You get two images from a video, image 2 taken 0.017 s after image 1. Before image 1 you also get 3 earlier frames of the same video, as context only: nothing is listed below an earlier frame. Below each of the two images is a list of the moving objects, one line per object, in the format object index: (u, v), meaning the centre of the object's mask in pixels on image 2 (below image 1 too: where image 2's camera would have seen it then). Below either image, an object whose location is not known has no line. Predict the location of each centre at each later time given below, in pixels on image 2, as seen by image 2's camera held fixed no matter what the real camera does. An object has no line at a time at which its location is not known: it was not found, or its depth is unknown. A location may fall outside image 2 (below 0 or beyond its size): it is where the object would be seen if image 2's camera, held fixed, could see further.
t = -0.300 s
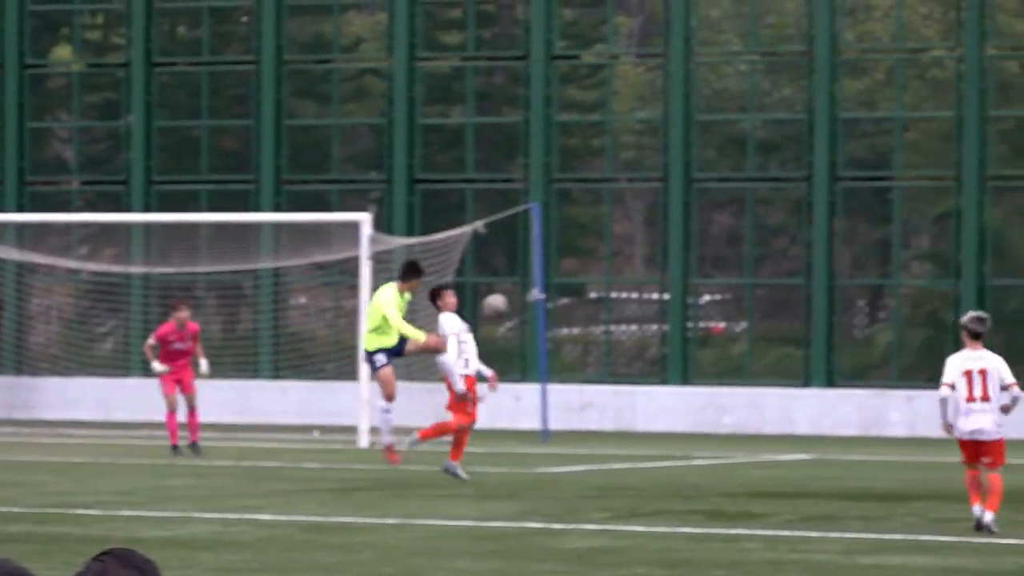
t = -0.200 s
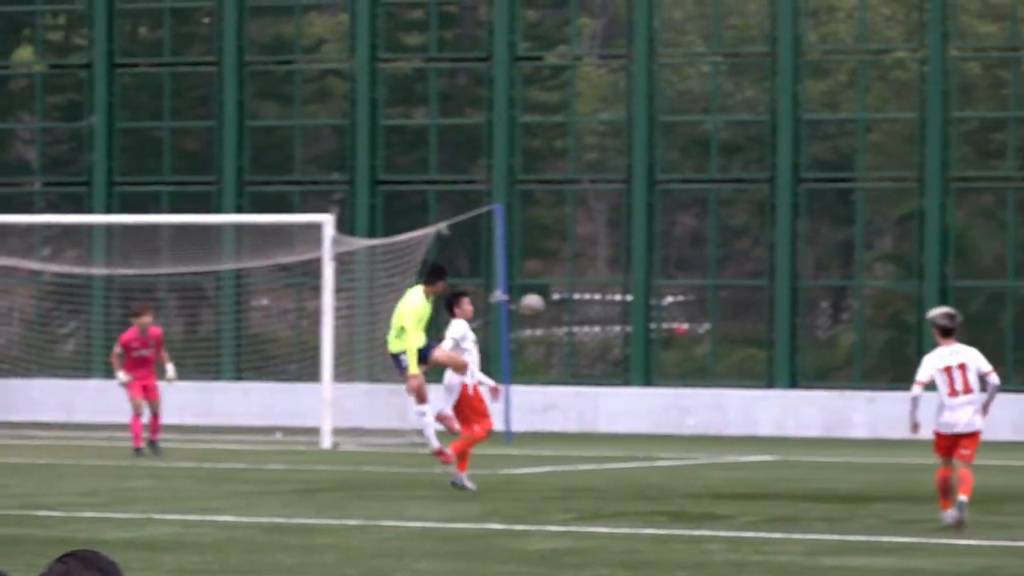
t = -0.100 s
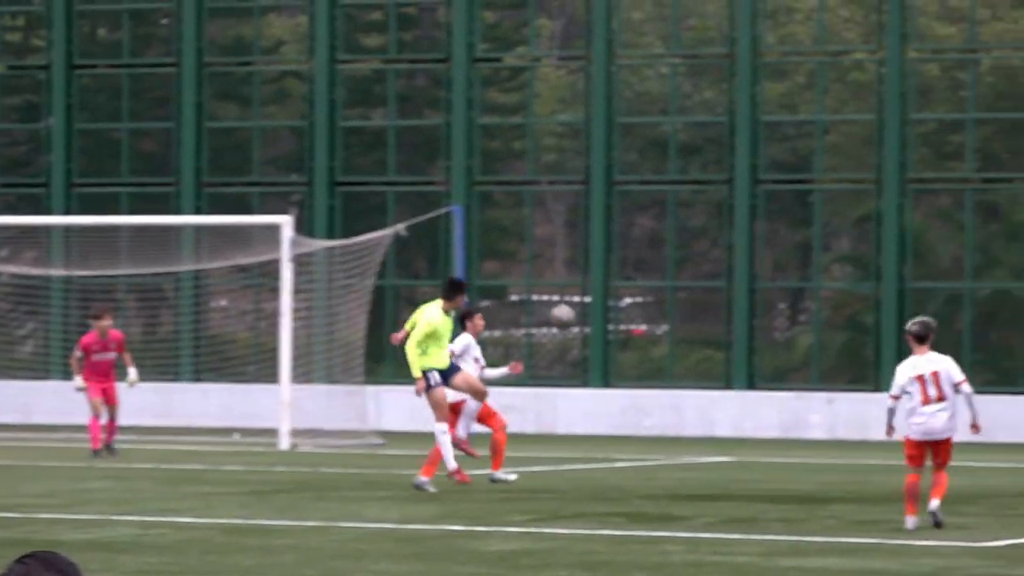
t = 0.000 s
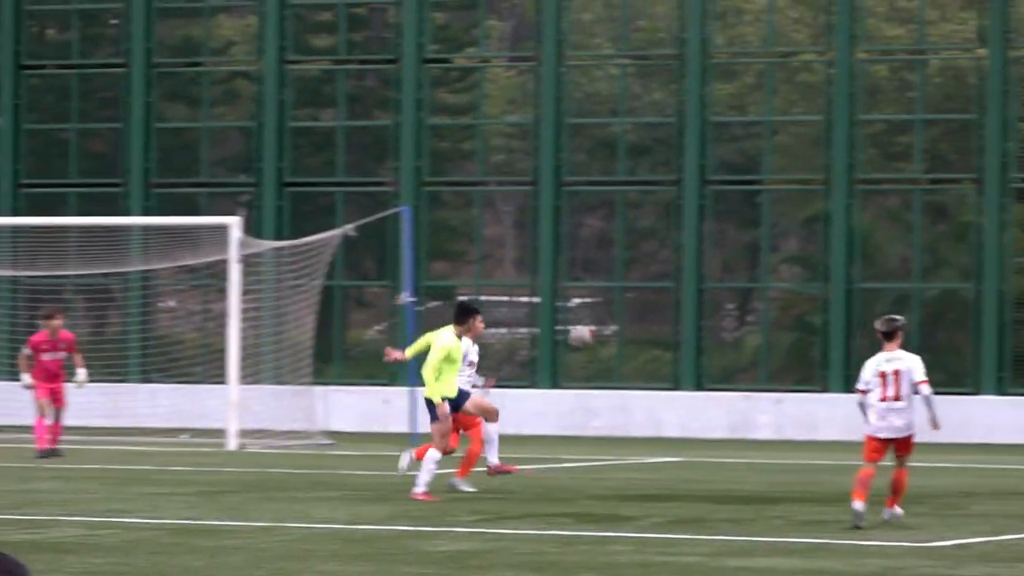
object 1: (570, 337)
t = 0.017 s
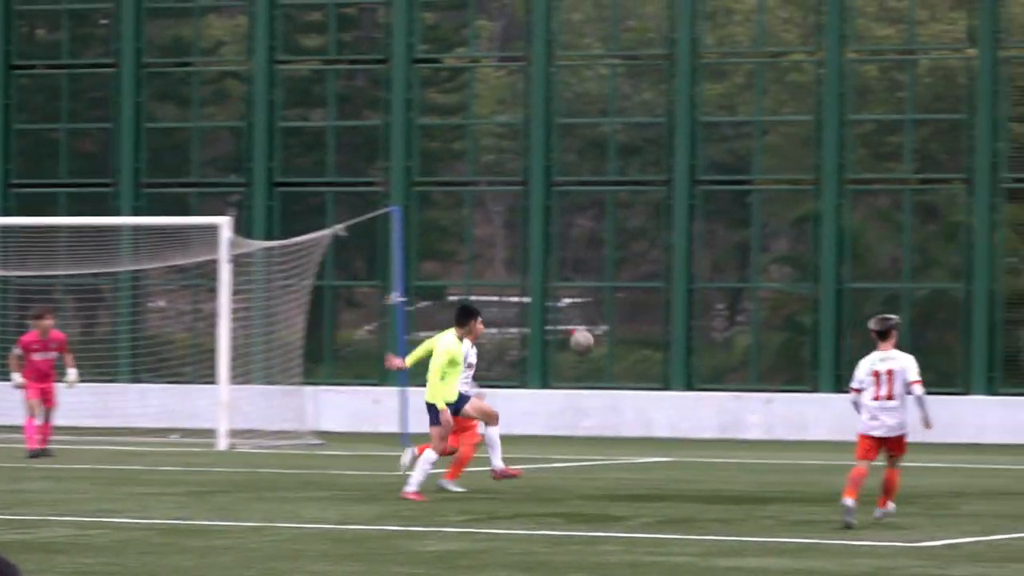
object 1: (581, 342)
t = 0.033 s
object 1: (594, 346)
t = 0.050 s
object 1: (604, 351)
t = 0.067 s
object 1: (616, 357)
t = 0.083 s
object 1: (626, 361)
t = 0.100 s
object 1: (636, 369)
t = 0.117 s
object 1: (647, 375)
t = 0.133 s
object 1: (658, 381)
